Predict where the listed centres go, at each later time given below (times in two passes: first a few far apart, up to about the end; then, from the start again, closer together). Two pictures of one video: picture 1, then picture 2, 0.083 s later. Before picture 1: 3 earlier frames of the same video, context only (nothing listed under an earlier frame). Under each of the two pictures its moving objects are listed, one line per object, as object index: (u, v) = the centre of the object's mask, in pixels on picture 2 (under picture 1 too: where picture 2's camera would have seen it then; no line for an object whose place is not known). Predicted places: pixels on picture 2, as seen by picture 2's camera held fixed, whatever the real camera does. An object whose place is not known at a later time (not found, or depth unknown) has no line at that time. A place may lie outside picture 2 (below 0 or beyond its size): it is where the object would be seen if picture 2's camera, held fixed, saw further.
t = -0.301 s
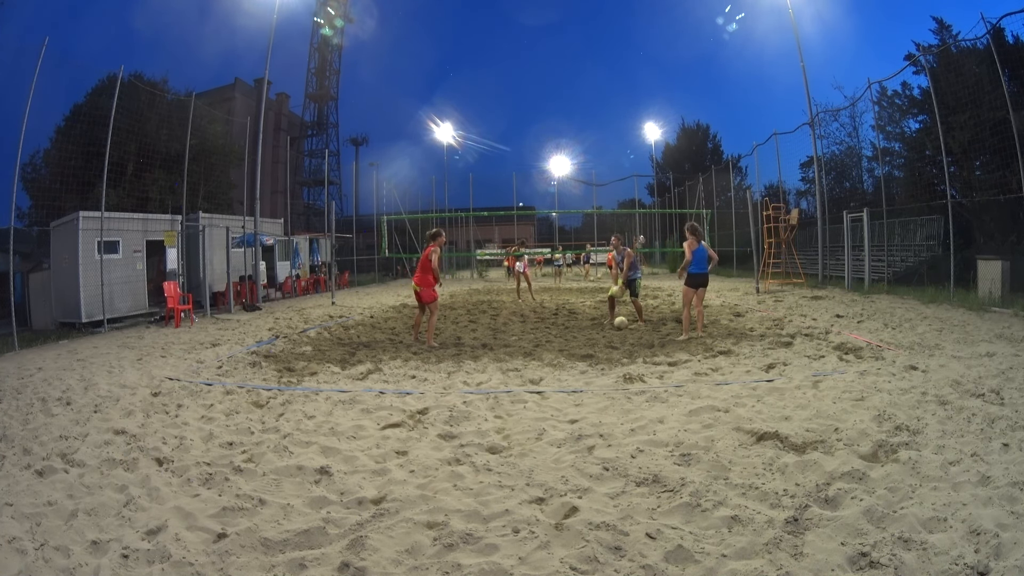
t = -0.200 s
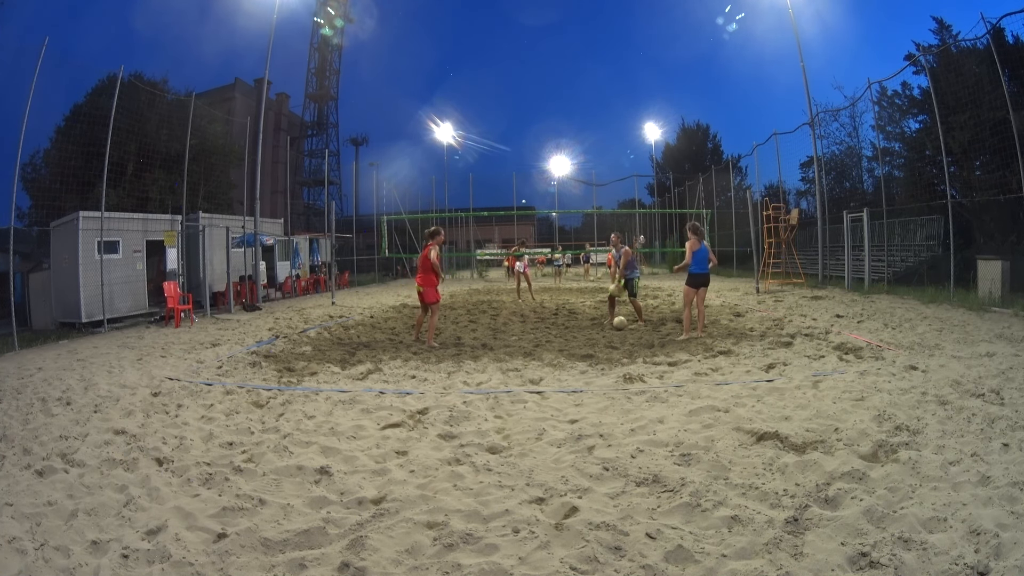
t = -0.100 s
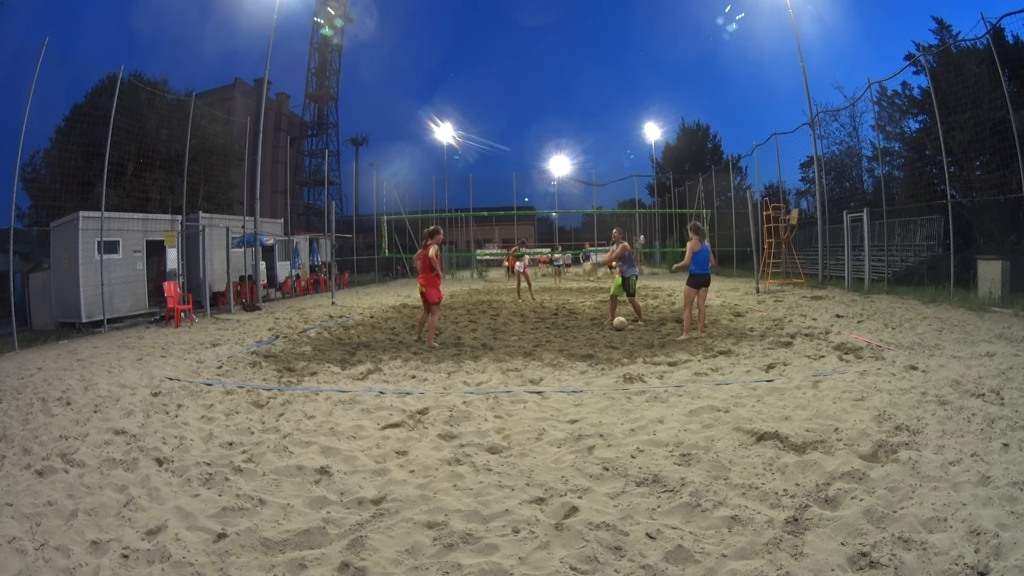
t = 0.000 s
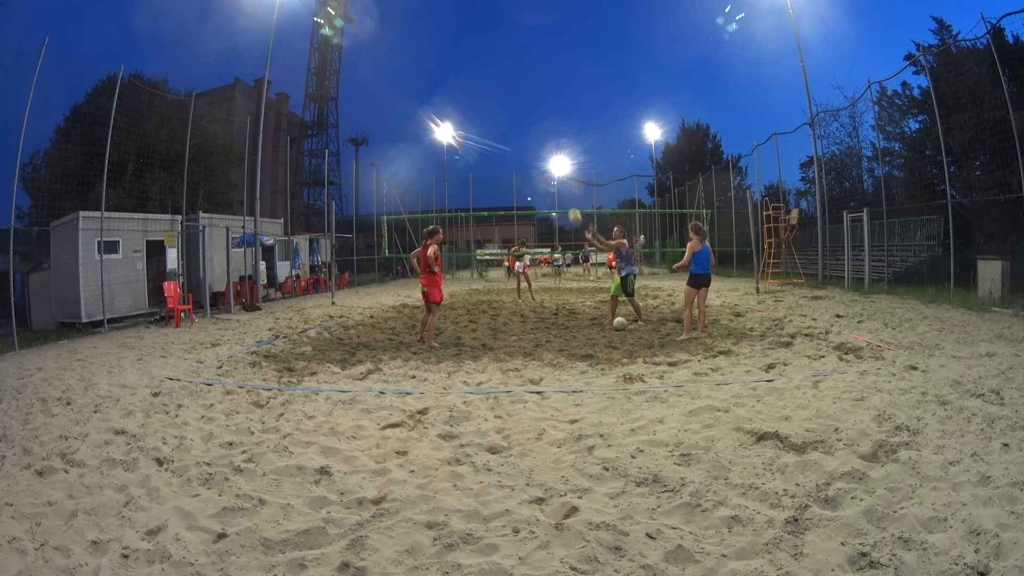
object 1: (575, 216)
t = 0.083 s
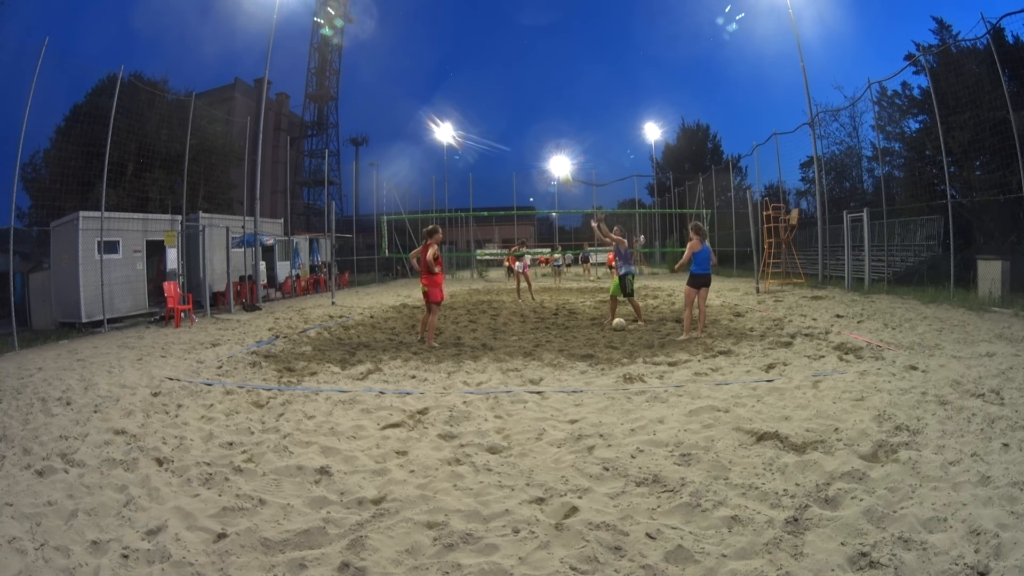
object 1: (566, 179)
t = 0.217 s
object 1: (552, 132)
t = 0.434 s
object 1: (534, 87)
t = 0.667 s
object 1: (519, 68)
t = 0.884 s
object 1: (507, 70)
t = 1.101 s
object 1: (497, 87)
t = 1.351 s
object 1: (487, 125)
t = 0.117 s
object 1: (563, 164)
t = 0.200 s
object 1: (553, 136)
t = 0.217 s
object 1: (552, 132)
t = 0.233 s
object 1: (550, 127)
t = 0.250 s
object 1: (549, 123)
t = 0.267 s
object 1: (547, 119)
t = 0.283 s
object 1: (546, 114)
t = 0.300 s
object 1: (545, 111)
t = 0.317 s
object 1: (543, 107)
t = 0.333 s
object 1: (542, 104)
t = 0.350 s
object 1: (541, 101)
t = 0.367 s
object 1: (539, 98)
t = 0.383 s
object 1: (538, 95)
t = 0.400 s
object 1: (536, 92)
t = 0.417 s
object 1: (535, 89)
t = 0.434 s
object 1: (534, 87)
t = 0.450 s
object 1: (533, 84)
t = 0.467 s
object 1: (532, 82)
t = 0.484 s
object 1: (530, 81)
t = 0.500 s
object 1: (529, 79)
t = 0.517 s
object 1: (528, 77)
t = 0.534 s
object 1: (527, 75)
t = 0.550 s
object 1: (526, 74)
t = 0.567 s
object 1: (525, 73)
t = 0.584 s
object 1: (524, 72)
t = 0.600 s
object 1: (523, 71)
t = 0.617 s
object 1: (522, 70)
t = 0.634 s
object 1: (521, 69)
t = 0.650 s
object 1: (520, 68)
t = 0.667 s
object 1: (519, 68)
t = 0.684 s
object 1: (518, 67)
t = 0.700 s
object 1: (517, 67)
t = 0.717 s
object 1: (516, 67)
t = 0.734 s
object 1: (515, 67)
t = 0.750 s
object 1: (514, 66)
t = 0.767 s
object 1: (513, 67)
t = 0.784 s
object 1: (512, 67)
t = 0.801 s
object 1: (511, 67)
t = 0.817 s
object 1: (511, 67)
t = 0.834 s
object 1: (510, 68)
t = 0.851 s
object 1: (509, 68)
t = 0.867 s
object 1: (508, 69)
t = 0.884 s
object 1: (507, 70)
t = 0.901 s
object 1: (507, 70)
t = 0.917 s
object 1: (506, 71)
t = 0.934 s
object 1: (505, 72)
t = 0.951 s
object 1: (504, 73)
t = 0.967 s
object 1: (503, 75)
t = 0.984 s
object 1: (503, 76)
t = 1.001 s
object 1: (502, 77)
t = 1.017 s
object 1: (501, 79)
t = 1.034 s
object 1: (500, 80)
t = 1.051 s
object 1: (500, 82)
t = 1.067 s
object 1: (499, 84)
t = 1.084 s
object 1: (498, 85)
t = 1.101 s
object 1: (497, 87)
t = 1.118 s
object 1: (497, 89)
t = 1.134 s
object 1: (496, 91)
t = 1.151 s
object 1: (495, 93)
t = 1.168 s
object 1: (495, 96)
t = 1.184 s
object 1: (494, 98)
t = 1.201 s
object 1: (493, 100)
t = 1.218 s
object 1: (493, 103)
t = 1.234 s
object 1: (492, 105)
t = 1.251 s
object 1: (491, 108)
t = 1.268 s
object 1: (491, 111)
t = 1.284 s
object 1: (490, 113)
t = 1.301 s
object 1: (489, 116)
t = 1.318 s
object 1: (489, 119)
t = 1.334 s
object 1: (488, 122)
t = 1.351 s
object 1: (487, 125)
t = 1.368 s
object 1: (487, 129)
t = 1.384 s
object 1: (486, 132)
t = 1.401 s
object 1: (486, 135)
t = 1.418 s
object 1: (485, 139)
